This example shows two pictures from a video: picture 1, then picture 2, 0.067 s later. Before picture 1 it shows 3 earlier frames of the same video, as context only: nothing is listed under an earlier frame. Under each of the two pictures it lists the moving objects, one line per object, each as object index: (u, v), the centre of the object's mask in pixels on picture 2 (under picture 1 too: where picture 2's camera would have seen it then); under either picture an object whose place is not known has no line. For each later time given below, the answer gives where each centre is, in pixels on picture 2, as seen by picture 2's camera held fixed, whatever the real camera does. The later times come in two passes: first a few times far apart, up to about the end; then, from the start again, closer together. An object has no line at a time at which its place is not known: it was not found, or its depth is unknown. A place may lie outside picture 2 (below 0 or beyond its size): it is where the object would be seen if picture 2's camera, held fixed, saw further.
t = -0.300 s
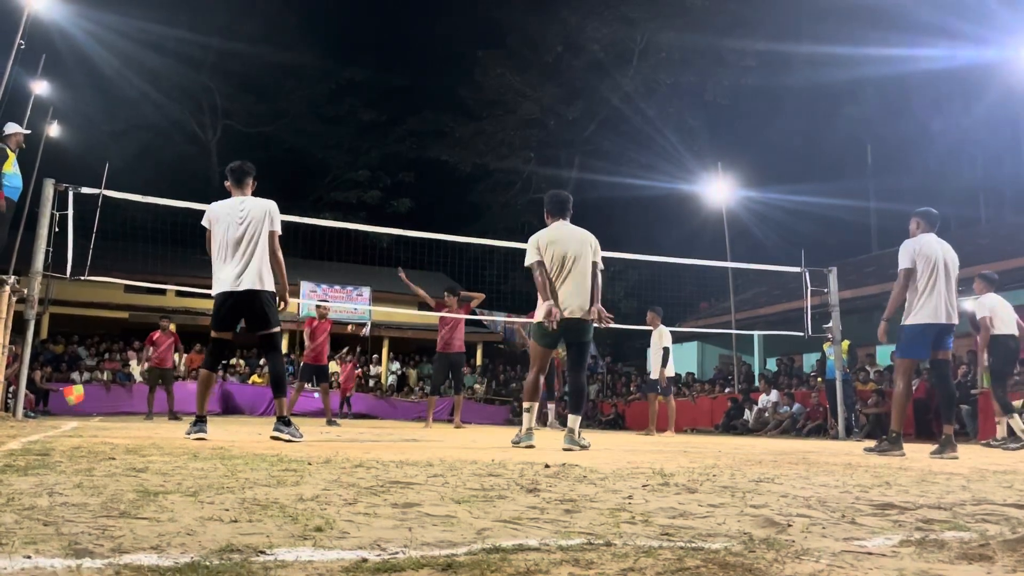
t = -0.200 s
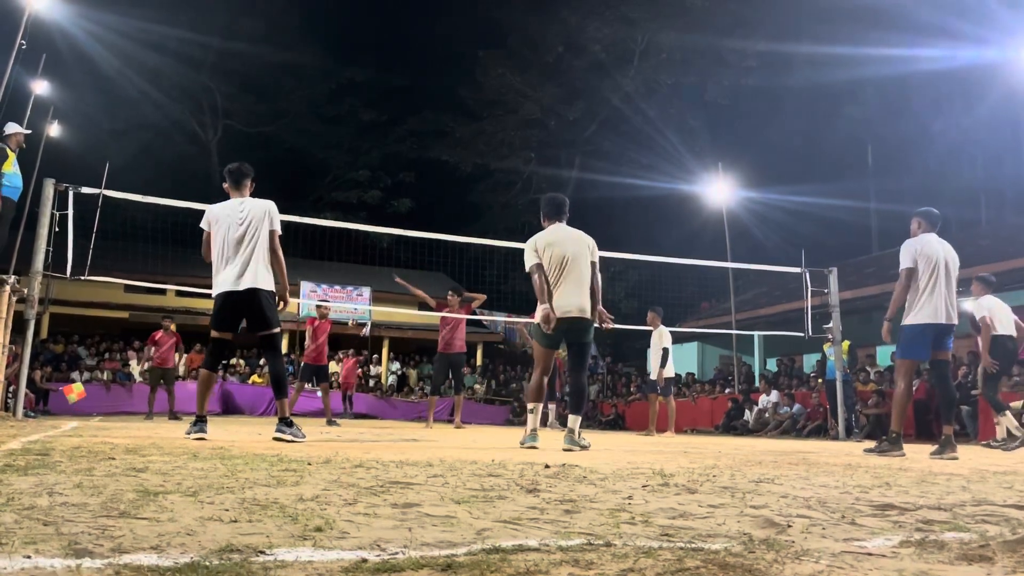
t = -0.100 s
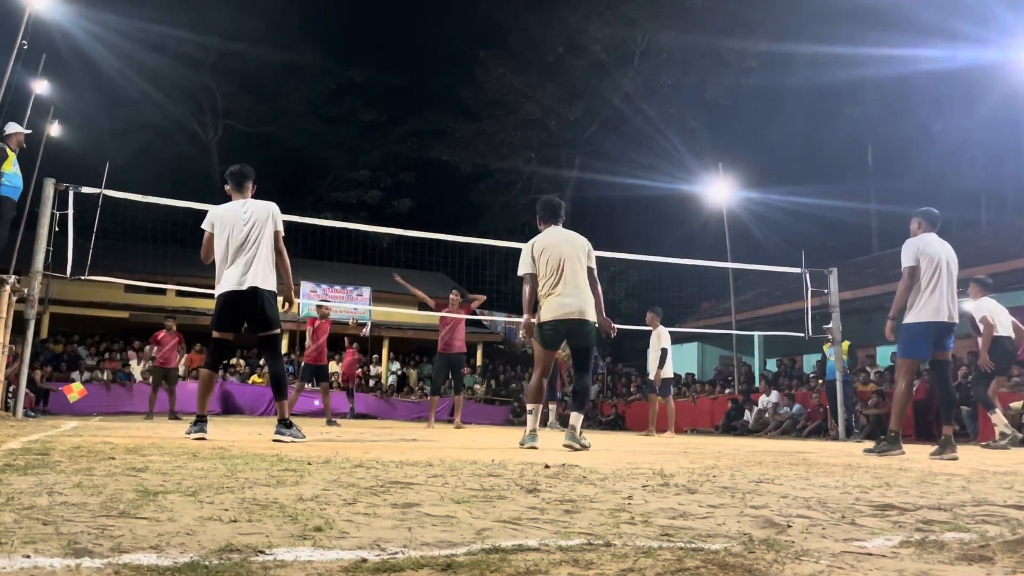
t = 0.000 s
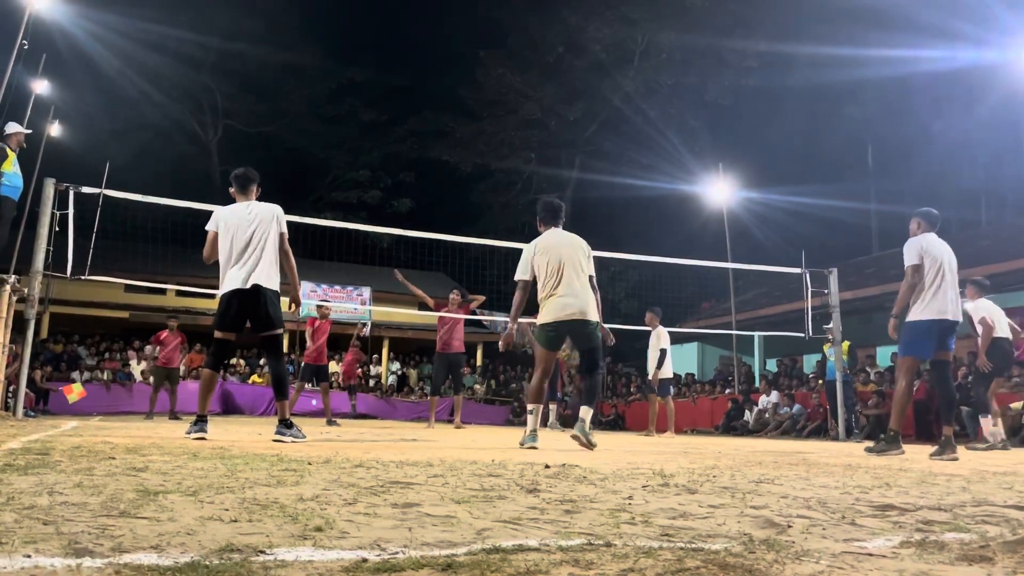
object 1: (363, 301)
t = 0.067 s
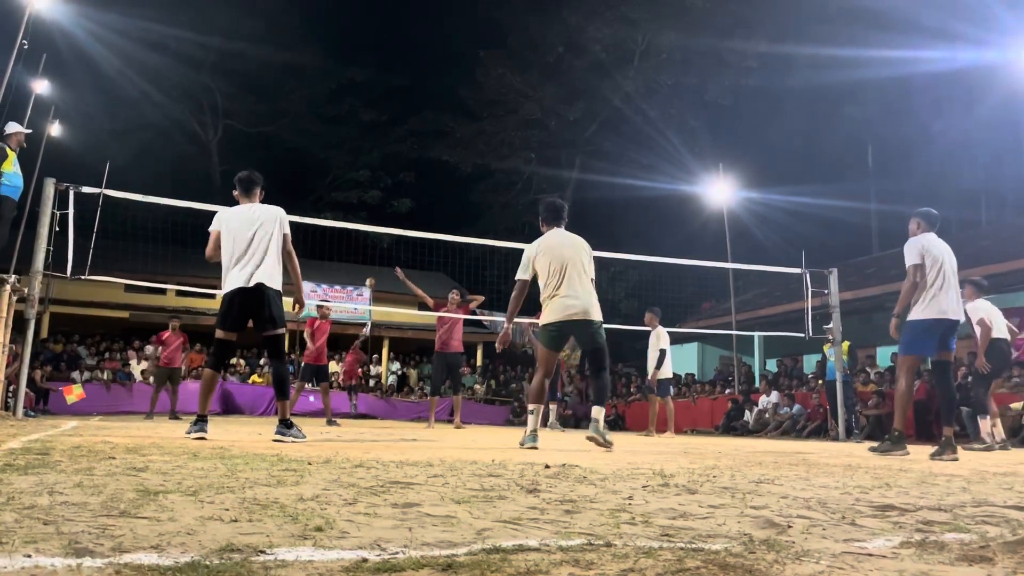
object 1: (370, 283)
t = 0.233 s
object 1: (393, 237)
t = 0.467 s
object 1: (430, 174)
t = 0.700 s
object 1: (475, 123)
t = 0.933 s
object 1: (528, 87)
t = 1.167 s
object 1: (600, 81)
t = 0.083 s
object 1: (372, 278)
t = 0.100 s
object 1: (374, 273)
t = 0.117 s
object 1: (377, 268)
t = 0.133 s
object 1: (379, 263)
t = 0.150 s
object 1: (381, 258)
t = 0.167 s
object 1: (383, 254)
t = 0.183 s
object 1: (386, 249)
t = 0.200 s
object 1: (388, 244)
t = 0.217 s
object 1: (390, 240)
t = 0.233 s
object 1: (393, 237)
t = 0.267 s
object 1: (398, 224)
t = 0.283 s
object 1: (400, 221)
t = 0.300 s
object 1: (403, 216)
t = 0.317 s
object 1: (405, 211)
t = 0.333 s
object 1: (408, 207)
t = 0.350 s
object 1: (411, 203)
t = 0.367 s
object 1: (413, 199)
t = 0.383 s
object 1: (416, 194)
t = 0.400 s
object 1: (419, 190)
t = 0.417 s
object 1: (422, 186)
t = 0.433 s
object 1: (425, 182)
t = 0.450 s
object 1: (428, 178)
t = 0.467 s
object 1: (430, 174)
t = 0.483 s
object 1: (433, 170)
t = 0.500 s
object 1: (436, 166)
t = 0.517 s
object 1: (439, 162)
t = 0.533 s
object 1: (442, 158)
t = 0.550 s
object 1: (446, 154)
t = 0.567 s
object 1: (448, 151)
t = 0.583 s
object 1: (452, 147)
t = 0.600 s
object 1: (455, 143)
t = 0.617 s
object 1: (458, 140)
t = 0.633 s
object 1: (461, 136)
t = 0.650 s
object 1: (465, 133)
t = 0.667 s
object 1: (468, 129)
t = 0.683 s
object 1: (471, 126)
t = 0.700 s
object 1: (475, 123)
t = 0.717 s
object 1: (478, 120)
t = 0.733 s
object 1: (481, 117)
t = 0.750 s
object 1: (485, 113)
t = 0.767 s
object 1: (488, 111)
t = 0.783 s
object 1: (492, 108)
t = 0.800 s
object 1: (496, 105)
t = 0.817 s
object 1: (499, 102)
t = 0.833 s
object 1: (503, 100)
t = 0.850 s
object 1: (507, 97)
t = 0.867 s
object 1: (511, 95)
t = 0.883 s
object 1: (515, 92)
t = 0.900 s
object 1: (520, 90)
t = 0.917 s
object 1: (524, 88)
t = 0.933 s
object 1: (528, 87)
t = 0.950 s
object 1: (533, 85)
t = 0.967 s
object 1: (537, 84)
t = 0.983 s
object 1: (542, 82)
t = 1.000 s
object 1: (547, 81)
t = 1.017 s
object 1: (551, 80)
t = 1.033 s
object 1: (556, 79)
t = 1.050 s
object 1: (561, 78)
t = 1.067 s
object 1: (566, 78)
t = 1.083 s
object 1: (572, 78)
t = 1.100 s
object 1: (577, 78)
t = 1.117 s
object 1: (582, 79)
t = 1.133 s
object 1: (588, 79)
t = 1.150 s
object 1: (594, 80)
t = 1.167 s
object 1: (600, 81)
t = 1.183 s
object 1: (606, 83)
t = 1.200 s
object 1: (613, 85)
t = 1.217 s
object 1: (619, 88)
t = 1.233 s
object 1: (626, 91)
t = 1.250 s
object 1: (634, 95)
